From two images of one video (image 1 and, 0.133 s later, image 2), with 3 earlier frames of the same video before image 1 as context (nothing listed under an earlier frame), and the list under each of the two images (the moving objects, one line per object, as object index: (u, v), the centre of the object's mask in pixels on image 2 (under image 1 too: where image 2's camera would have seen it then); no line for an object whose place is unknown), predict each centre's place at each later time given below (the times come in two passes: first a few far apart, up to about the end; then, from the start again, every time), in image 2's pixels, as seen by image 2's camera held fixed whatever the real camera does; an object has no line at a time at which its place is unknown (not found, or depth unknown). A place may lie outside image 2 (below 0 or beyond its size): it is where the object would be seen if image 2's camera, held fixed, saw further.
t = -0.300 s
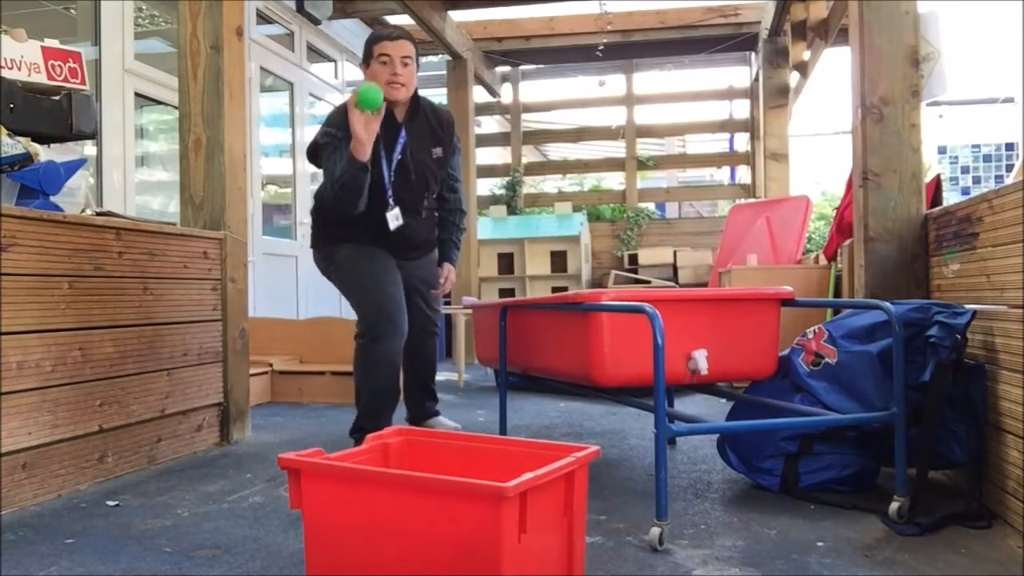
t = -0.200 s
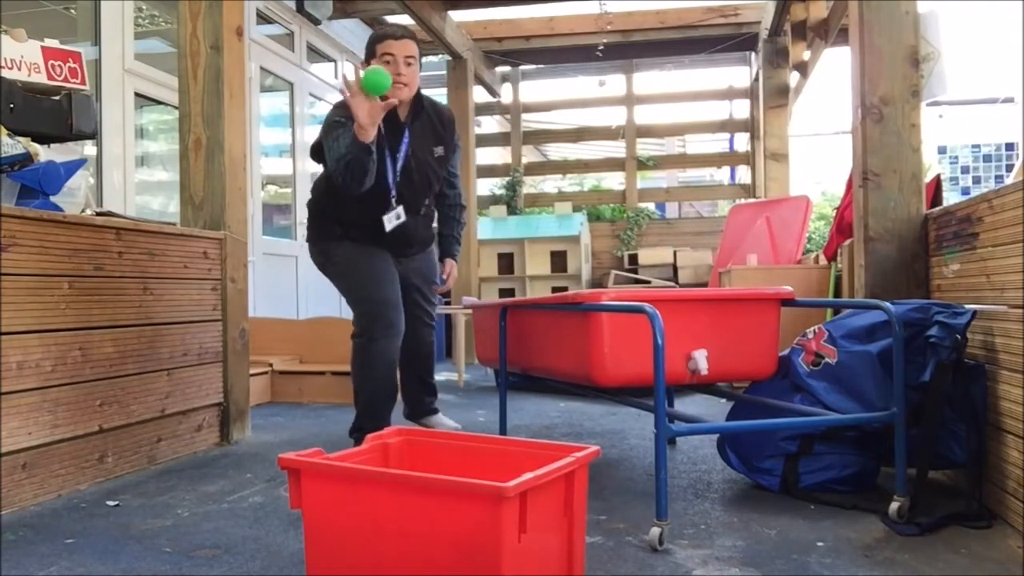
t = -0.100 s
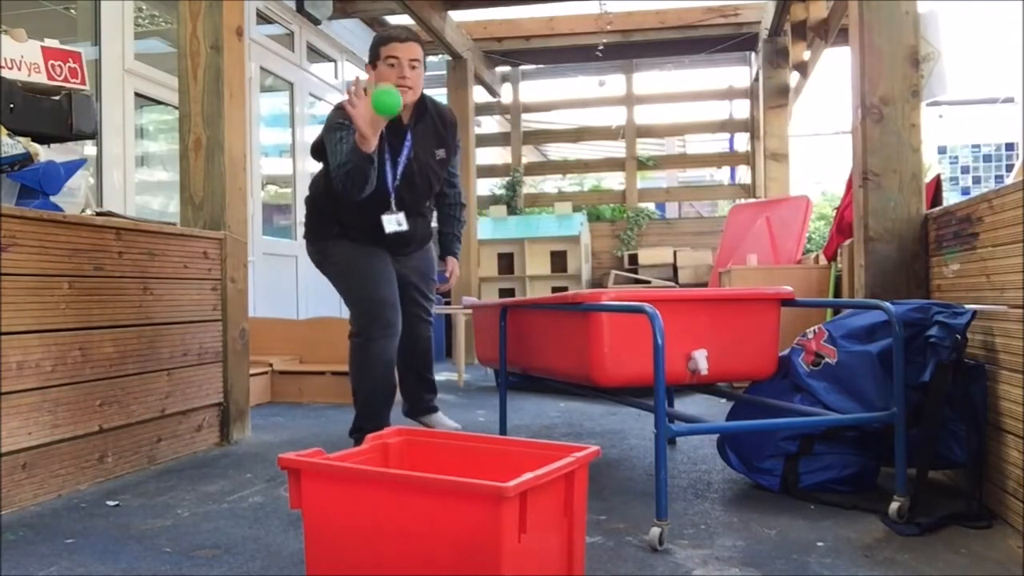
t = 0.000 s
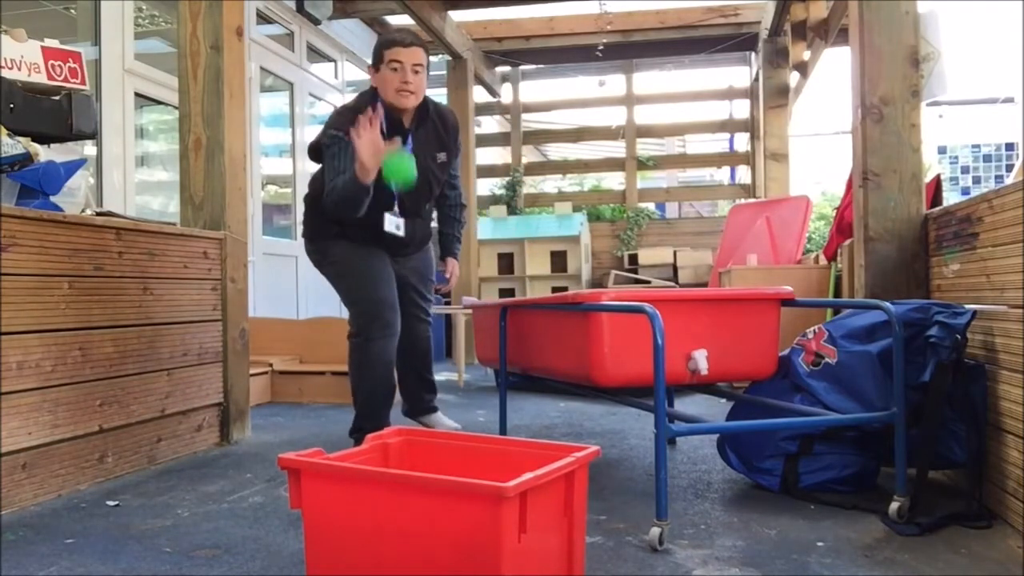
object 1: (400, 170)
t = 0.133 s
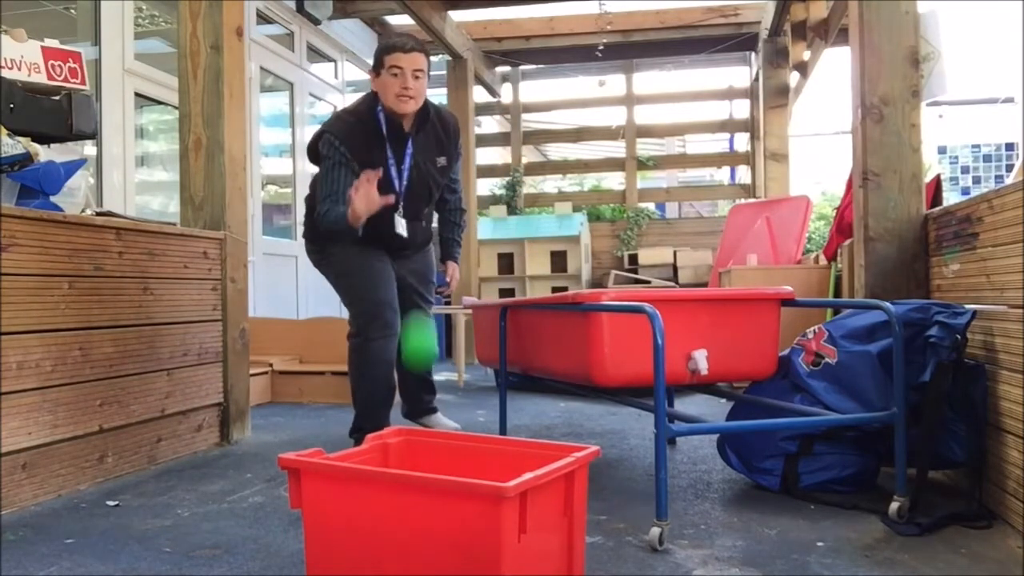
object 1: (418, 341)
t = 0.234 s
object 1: (424, 360)
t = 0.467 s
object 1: (425, 354)
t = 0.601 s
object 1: (428, 536)
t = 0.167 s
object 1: (423, 397)
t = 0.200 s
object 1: (425, 386)
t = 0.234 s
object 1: (424, 360)
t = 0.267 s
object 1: (424, 342)
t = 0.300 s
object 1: (424, 327)
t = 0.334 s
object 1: (424, 319)
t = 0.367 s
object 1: (424, 317)
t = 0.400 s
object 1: (425, 321)
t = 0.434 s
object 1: (425, 334)
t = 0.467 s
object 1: (425, 354)
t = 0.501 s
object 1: (425, 383)
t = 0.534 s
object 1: (426, 420)
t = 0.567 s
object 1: (427, 475)
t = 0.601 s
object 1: (428, 536)
